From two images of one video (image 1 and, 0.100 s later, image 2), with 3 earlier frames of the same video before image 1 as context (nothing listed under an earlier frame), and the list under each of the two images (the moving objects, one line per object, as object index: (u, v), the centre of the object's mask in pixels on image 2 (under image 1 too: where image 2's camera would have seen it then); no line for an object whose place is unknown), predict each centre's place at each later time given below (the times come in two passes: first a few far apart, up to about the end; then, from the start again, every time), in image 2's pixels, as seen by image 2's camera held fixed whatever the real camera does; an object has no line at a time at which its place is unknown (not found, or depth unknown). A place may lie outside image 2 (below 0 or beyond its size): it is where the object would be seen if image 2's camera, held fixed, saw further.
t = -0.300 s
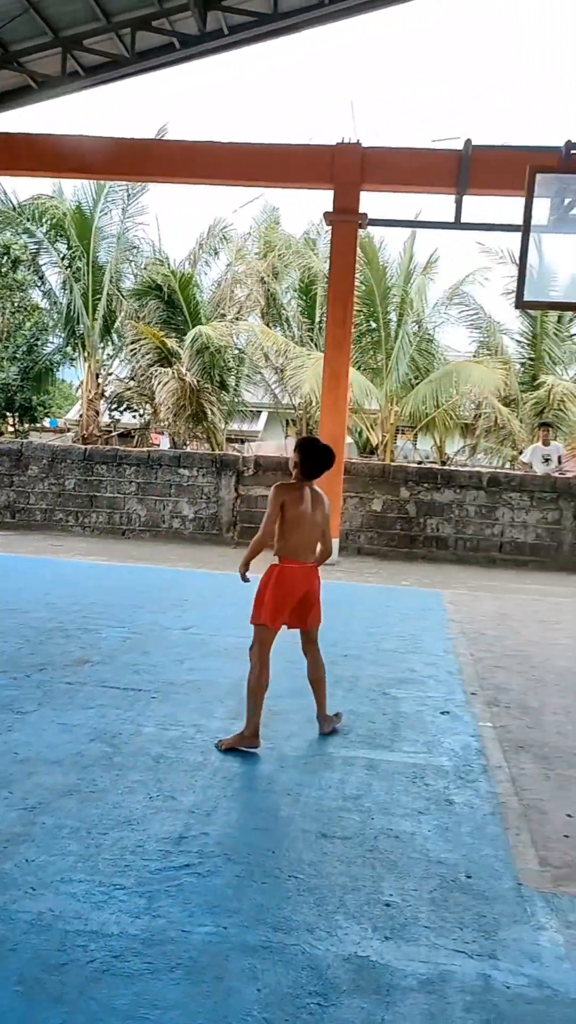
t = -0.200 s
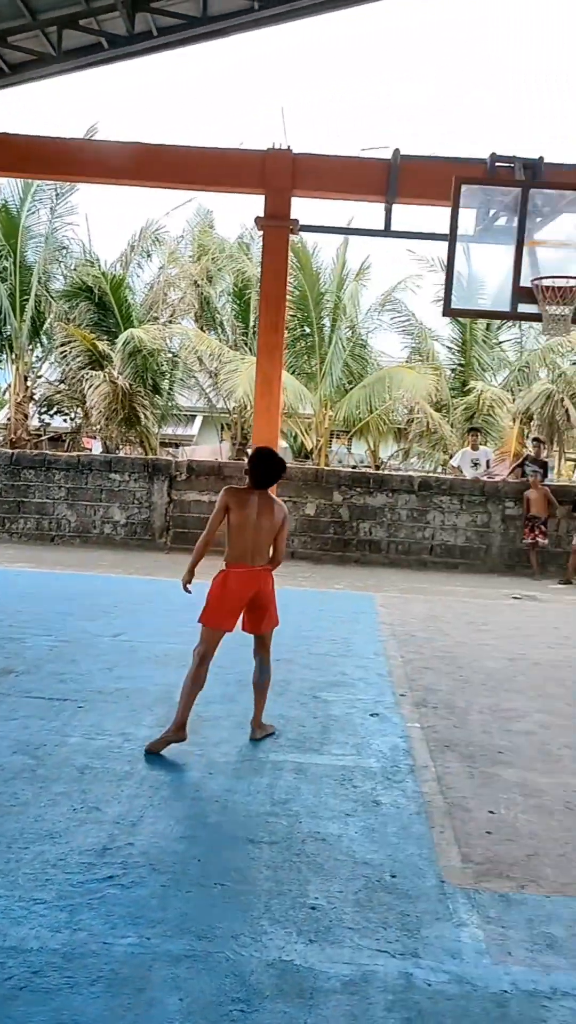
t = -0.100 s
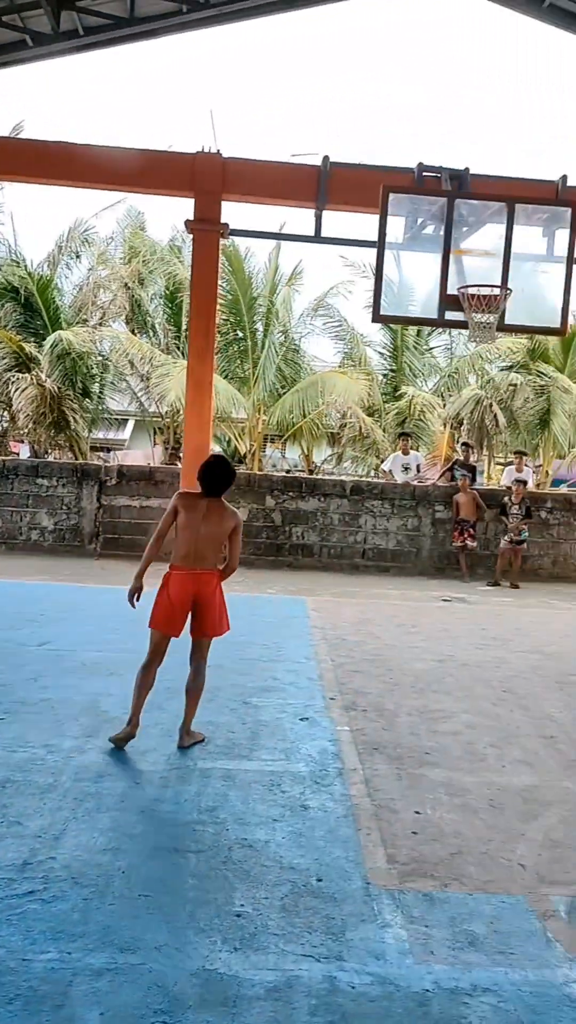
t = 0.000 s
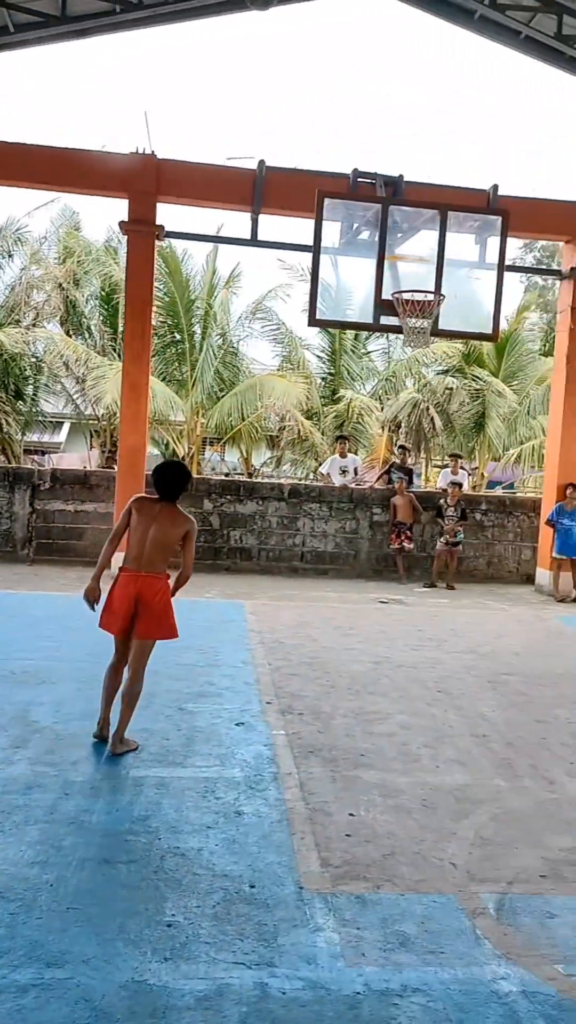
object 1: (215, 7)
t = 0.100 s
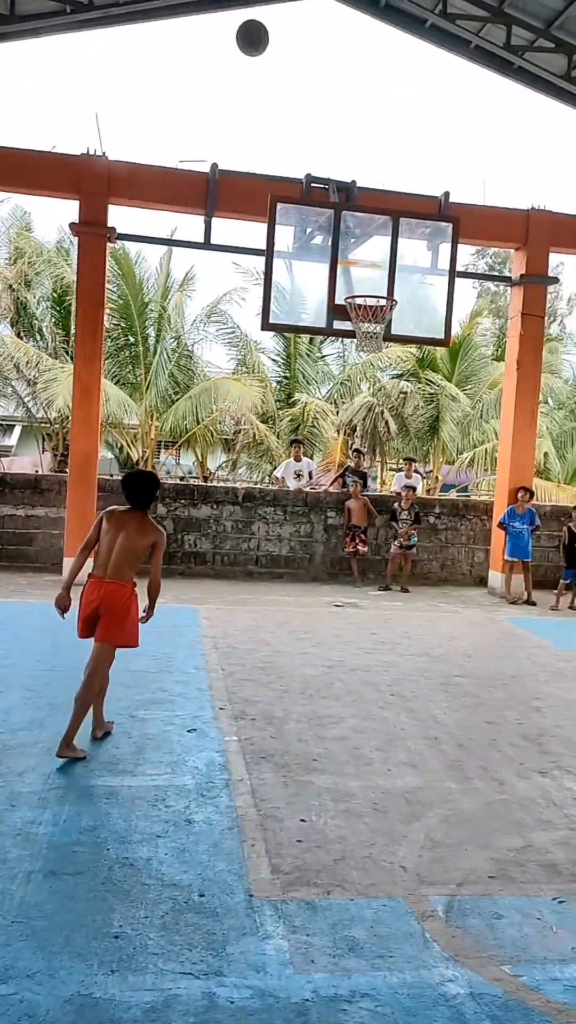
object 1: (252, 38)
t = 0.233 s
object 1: (294, 111)
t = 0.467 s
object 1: (352, 254)
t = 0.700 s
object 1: (375, 251)
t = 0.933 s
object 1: (365, 204)
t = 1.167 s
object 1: (351, 222)
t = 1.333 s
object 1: (338, 280)
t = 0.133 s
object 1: (263, 55)
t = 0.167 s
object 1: (274, 73)
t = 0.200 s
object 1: (285, 92)
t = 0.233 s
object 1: (294, 111)
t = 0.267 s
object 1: (304, 130)
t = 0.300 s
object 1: (313, 150)
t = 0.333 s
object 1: (322, 169)
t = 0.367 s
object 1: (331, 191)
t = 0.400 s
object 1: (338, 211)
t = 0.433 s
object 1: (346, 233)
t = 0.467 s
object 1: (352, 254)
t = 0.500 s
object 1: (359, 276)
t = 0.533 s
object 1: (366, 292)
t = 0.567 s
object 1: (372, 291)
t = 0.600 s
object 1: (378, 289)
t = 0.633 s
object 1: (377, 275)
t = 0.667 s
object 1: (376, 262)
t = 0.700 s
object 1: (375, 251)
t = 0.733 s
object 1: (374, 240)
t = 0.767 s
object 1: (373, 231)
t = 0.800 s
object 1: (371, 223)
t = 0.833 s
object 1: (370, 217)
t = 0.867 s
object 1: (369, 211)
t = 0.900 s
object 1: (367, 207)
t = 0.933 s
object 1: (365, 204)
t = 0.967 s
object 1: (364, 203)
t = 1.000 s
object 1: (362, 202)
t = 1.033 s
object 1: (360, 203)
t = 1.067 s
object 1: (358, 205)
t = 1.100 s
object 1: (356, 209)
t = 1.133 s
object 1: (354, 215)
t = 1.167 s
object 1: (351, 222)
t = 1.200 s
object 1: (349, 231)
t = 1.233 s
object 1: (346, 241)
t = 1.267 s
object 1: (344, 252)
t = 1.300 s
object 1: (341, 265)
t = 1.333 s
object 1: (338, 280)
